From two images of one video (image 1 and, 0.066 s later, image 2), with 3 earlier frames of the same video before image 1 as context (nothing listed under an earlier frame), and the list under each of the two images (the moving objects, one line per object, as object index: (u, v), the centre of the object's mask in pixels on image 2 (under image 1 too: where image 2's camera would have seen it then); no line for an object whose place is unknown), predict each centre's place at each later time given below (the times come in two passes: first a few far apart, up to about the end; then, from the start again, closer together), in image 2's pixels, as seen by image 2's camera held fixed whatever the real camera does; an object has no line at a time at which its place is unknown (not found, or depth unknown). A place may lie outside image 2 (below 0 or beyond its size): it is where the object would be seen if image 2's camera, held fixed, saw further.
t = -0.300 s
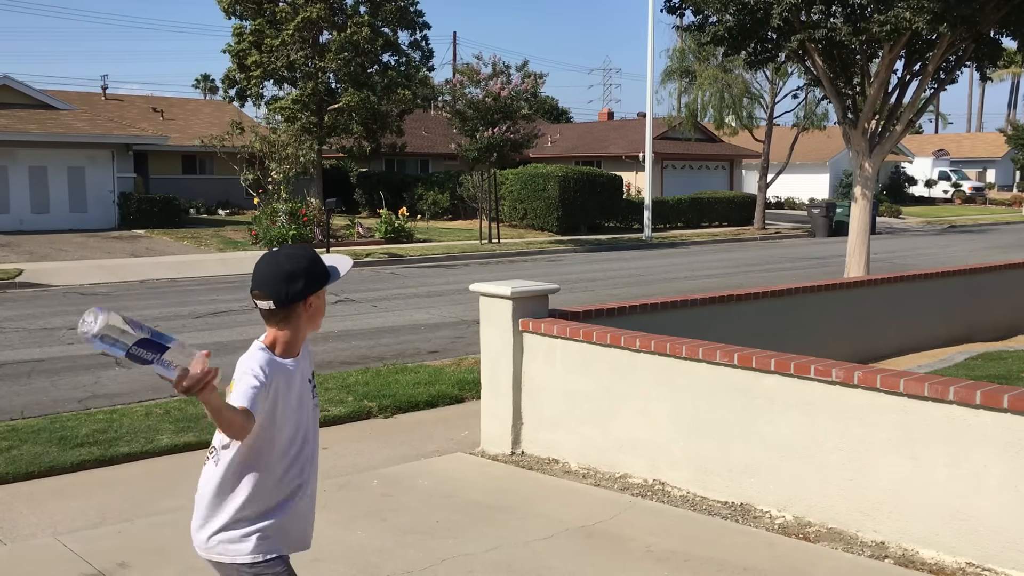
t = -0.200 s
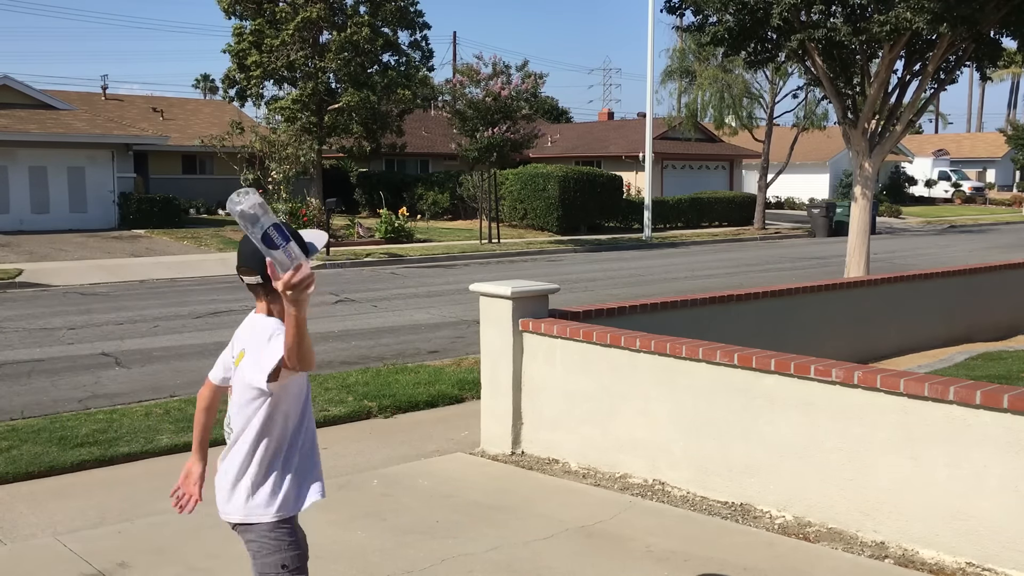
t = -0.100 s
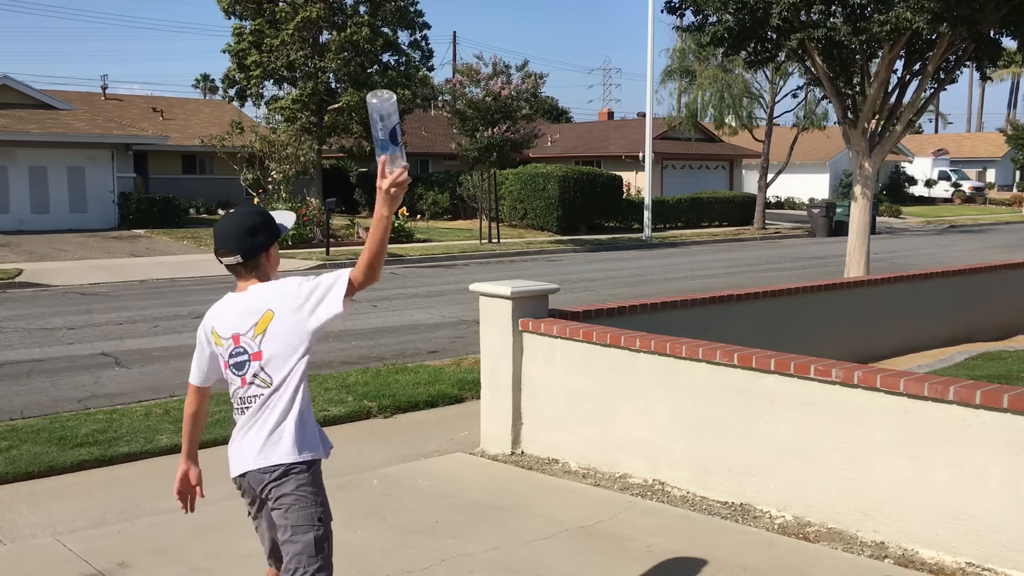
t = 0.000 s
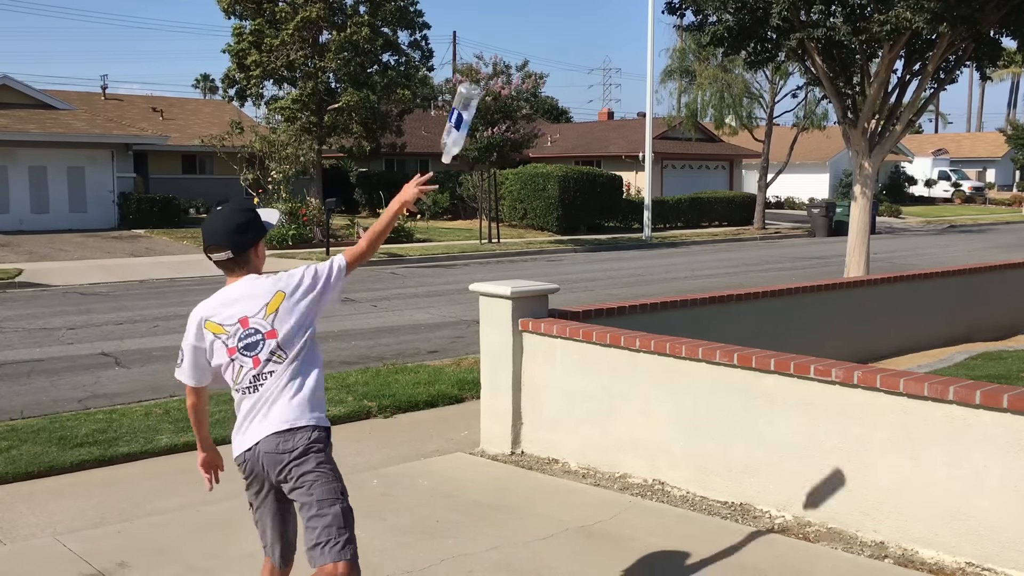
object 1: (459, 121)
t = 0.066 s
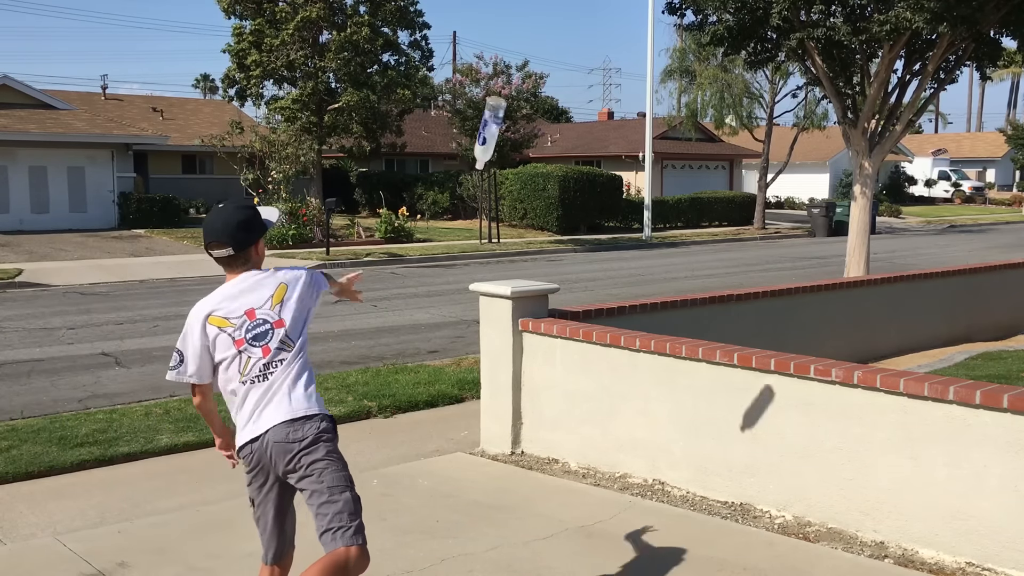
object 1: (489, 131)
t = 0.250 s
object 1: (538, 190)
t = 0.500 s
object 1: (567, 304)
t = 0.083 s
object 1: (494, 135)
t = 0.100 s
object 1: (500, 139)
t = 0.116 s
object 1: (505, 144)
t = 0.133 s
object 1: (511, 149)
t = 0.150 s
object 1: (515, 155)
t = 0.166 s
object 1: (520, 160)
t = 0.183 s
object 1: (523, 165)
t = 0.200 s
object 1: (527, 171)
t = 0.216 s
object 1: (531, 178)
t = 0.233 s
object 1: (535, 184)
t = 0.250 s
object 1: (538, 190)
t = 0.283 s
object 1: (543, 204)
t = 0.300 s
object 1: (546, 211)
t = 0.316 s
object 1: (549, 219)
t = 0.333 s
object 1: (552, 226)
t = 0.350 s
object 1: (554, 234)
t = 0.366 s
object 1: (556, 242)
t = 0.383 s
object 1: (558, 250)
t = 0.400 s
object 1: (561, 257)
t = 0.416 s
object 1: (563, 265)
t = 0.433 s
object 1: (564, 274)
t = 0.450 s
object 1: (569, 281)
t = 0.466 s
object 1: (572, 290)
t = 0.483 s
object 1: (569, 298)
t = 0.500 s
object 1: (567, 304)
